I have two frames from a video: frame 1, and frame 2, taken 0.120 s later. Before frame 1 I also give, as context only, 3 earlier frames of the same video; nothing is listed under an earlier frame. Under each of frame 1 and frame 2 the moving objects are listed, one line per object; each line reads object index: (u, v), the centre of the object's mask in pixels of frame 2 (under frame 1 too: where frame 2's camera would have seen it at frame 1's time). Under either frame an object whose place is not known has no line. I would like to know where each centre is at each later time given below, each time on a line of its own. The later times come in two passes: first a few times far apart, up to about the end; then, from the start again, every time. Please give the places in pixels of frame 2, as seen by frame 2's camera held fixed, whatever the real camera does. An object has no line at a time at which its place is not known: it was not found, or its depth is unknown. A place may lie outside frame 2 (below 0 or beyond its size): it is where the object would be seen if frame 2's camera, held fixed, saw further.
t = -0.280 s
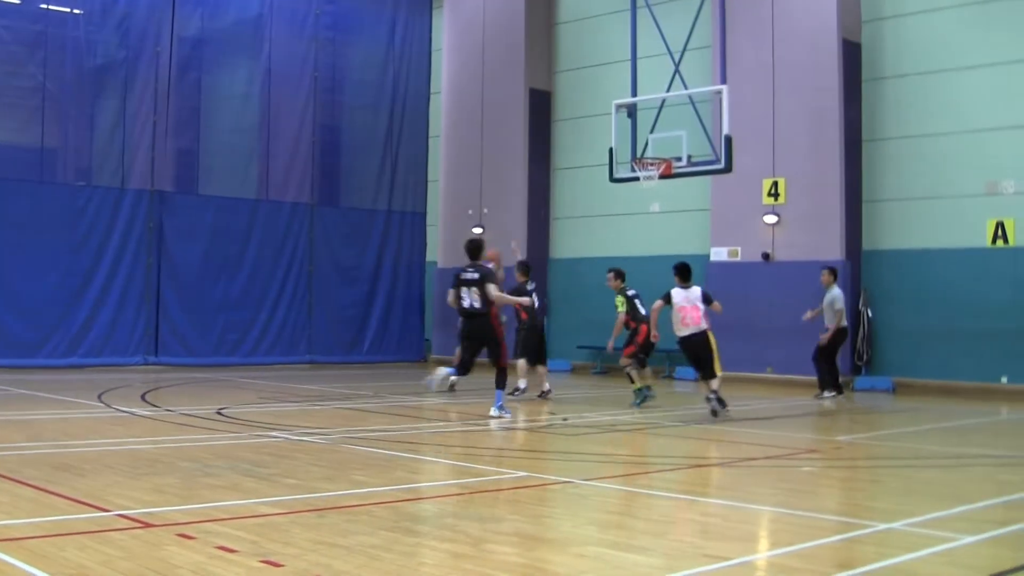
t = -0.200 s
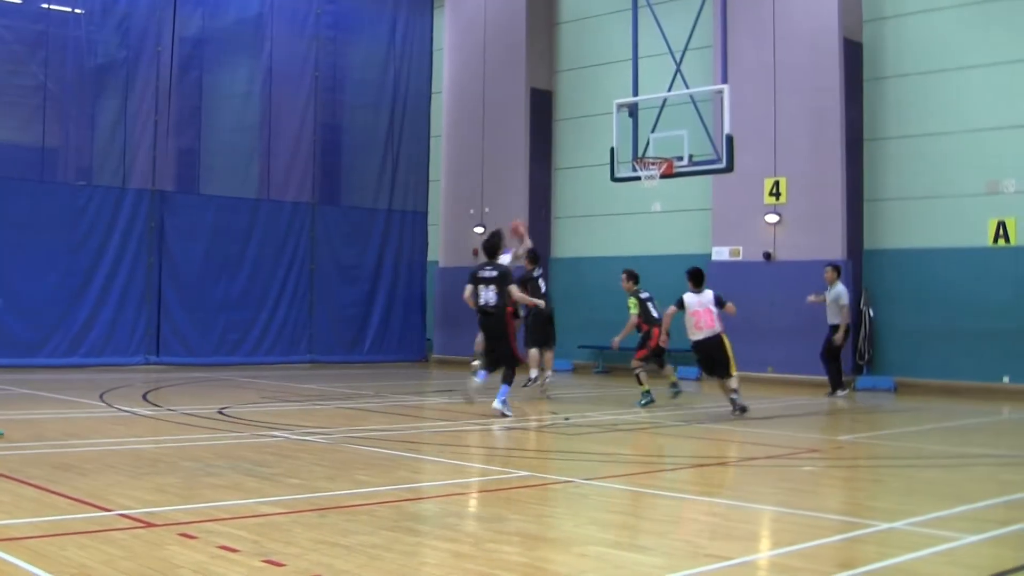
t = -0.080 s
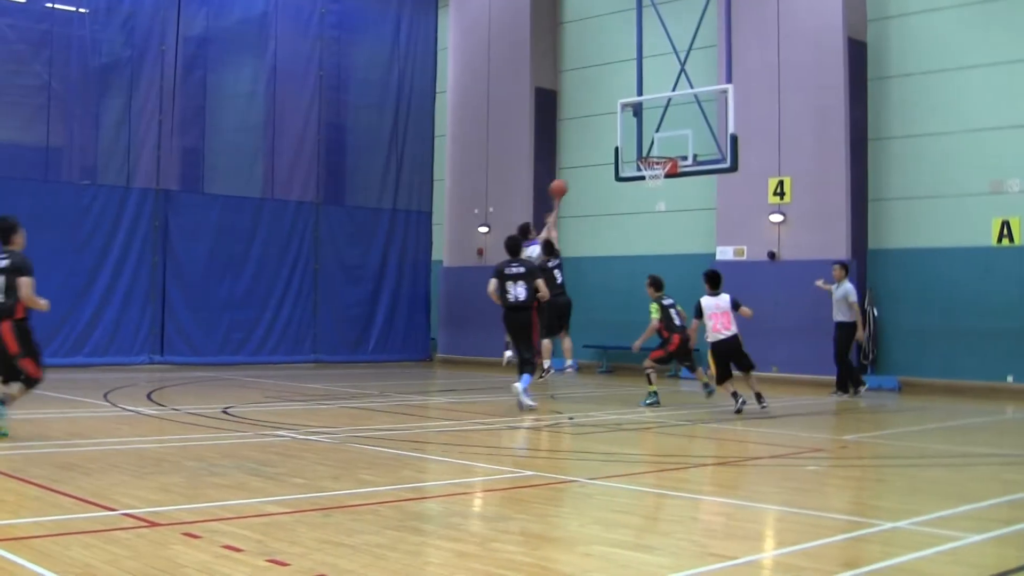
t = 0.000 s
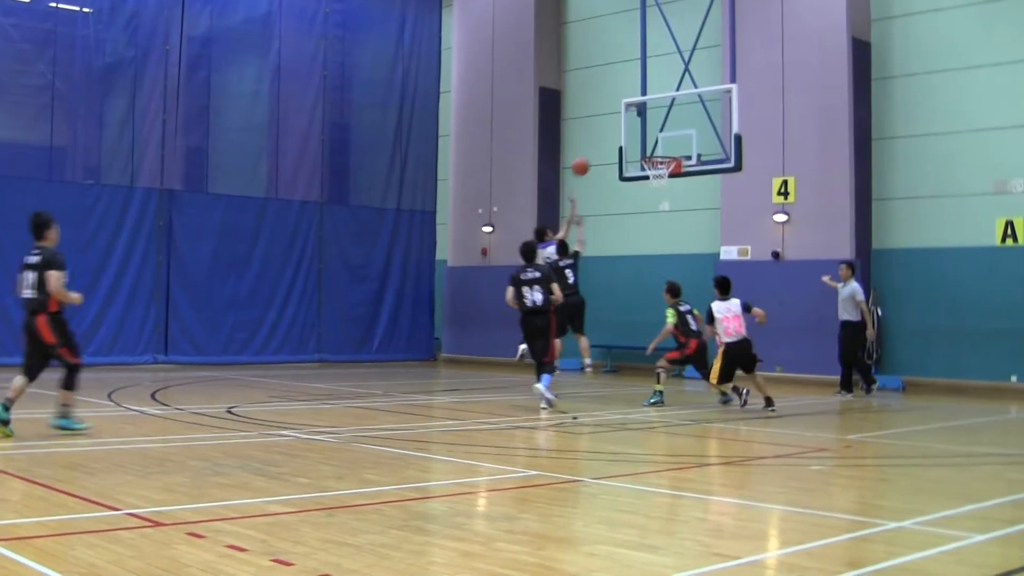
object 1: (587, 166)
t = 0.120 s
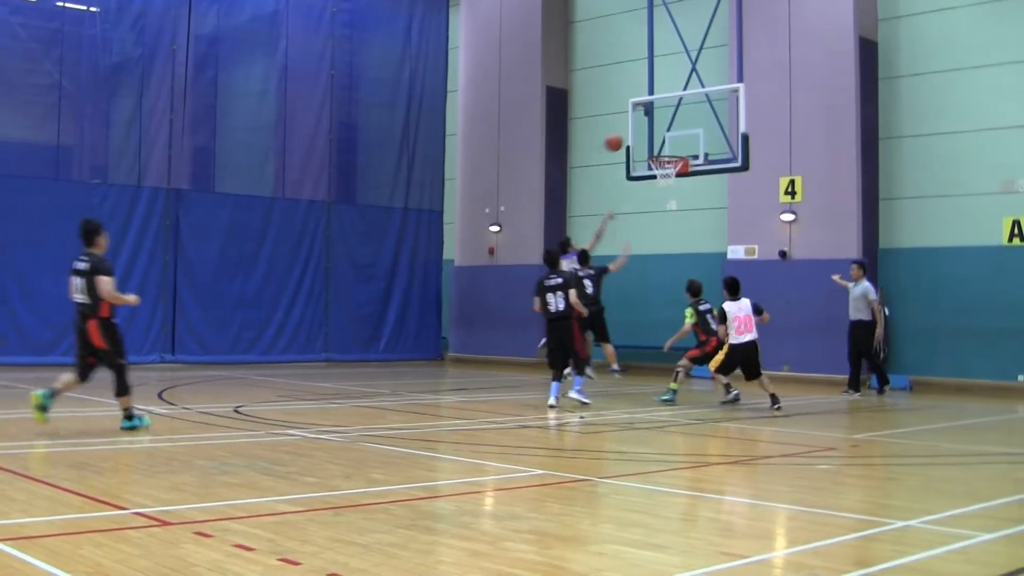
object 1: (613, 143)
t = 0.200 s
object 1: (631, 133)
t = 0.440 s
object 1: (653, 121)
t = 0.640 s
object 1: (653, 136)
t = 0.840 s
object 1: (655, 182)
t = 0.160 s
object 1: (622, 138)
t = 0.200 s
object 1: (631, 133)
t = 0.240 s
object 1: (639, 130)
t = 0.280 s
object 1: (648, 128)
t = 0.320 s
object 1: (652, 125)
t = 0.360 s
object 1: (652, 122)
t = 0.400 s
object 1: (652, 121)
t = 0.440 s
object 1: (653, 121)
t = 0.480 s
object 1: (653, 121)
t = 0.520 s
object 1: (653, 123)
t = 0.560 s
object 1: (653, 126)
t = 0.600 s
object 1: (653, 130)
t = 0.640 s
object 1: (653, 136)
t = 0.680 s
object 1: (654, 142)
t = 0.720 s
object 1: (654, 150)
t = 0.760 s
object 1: (654, 159)
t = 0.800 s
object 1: (655, 170)
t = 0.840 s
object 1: (655, 182)
